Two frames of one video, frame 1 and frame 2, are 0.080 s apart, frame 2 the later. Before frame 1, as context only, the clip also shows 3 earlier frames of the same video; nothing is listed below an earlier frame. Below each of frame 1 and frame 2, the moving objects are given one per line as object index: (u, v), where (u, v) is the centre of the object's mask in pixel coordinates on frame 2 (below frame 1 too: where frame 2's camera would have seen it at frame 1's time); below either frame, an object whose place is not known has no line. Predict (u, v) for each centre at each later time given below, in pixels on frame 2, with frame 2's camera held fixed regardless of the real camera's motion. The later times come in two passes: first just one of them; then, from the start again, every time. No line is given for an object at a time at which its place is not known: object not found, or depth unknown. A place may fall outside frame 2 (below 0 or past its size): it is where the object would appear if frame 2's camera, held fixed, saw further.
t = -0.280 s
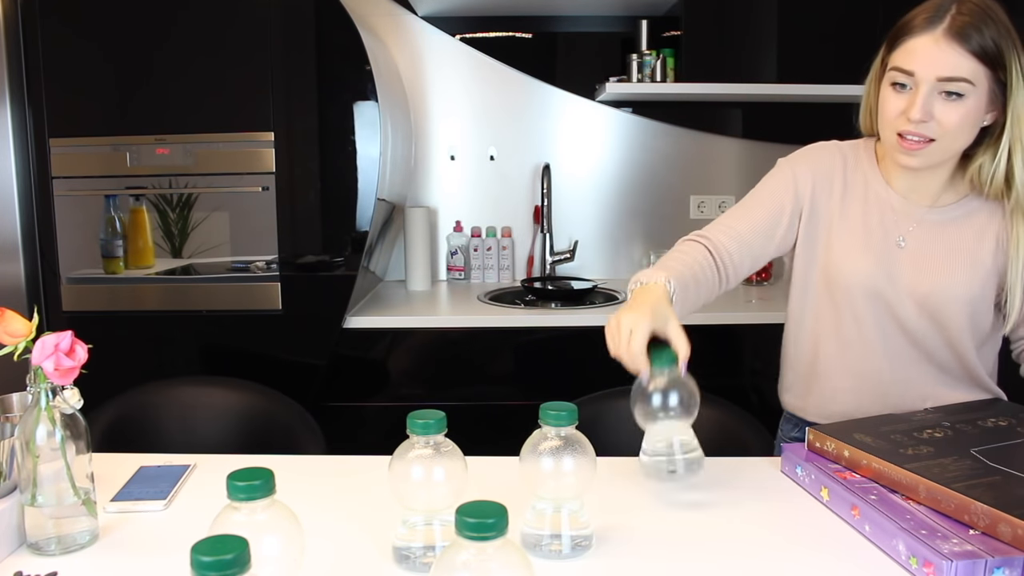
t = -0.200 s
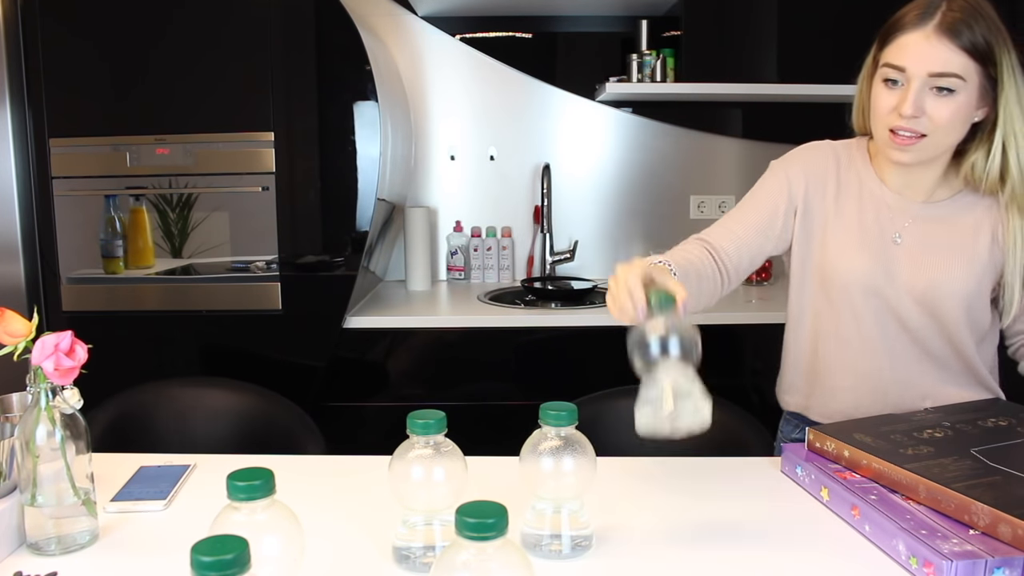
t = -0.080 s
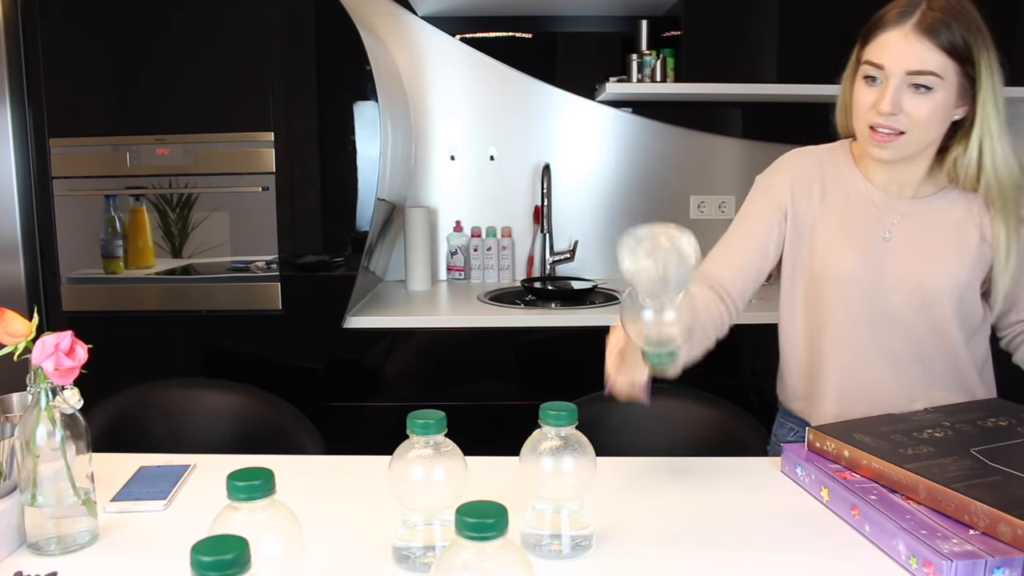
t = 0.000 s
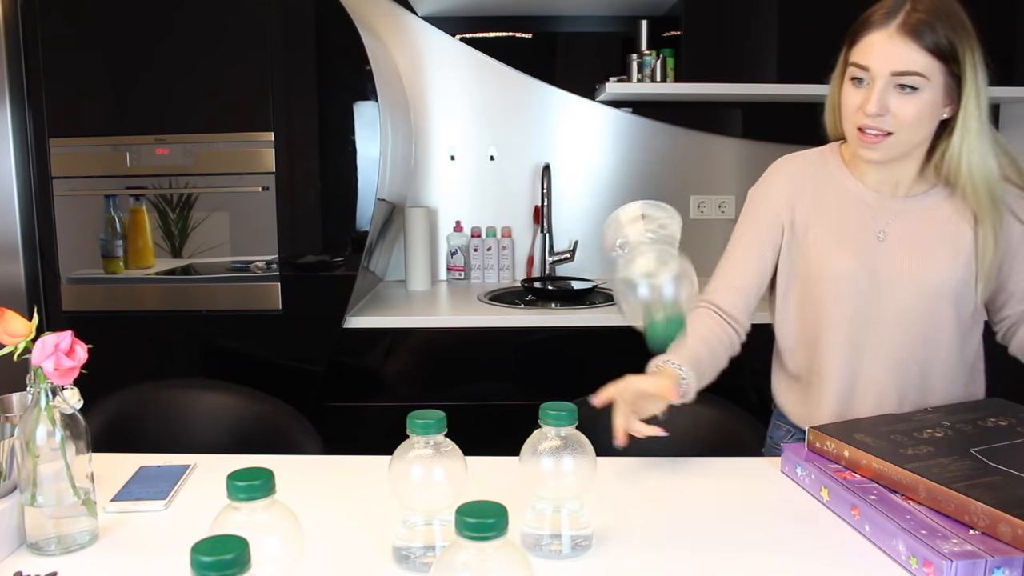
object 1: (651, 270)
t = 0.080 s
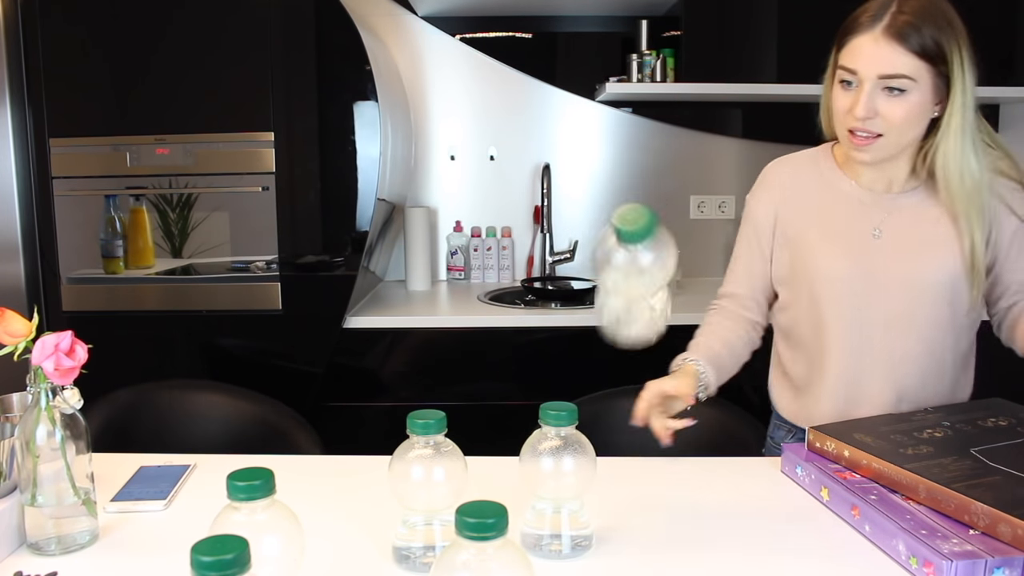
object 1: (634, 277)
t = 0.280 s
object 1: (620, 486)
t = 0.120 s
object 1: (625, 309)
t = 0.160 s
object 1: (618, 368)
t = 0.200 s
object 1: (621, 425)
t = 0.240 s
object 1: (615, 465)
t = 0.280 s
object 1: (620, 486)
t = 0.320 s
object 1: (620, 484)
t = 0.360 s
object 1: (624, 481)
